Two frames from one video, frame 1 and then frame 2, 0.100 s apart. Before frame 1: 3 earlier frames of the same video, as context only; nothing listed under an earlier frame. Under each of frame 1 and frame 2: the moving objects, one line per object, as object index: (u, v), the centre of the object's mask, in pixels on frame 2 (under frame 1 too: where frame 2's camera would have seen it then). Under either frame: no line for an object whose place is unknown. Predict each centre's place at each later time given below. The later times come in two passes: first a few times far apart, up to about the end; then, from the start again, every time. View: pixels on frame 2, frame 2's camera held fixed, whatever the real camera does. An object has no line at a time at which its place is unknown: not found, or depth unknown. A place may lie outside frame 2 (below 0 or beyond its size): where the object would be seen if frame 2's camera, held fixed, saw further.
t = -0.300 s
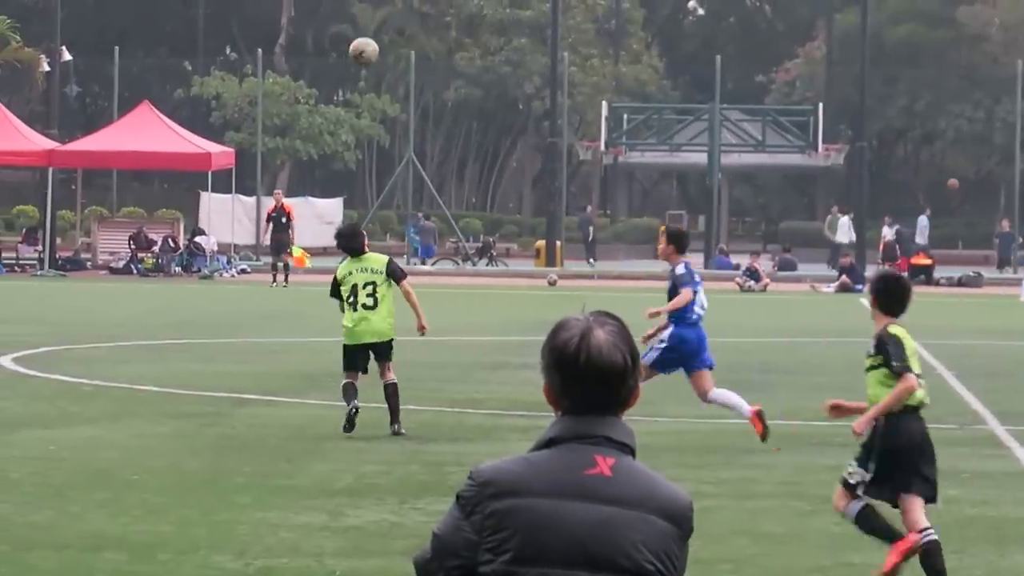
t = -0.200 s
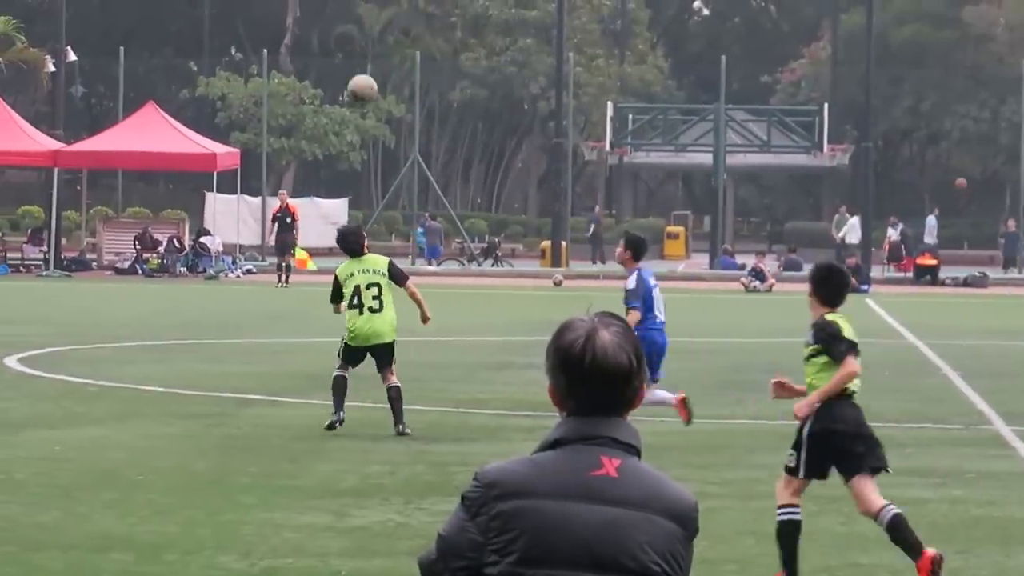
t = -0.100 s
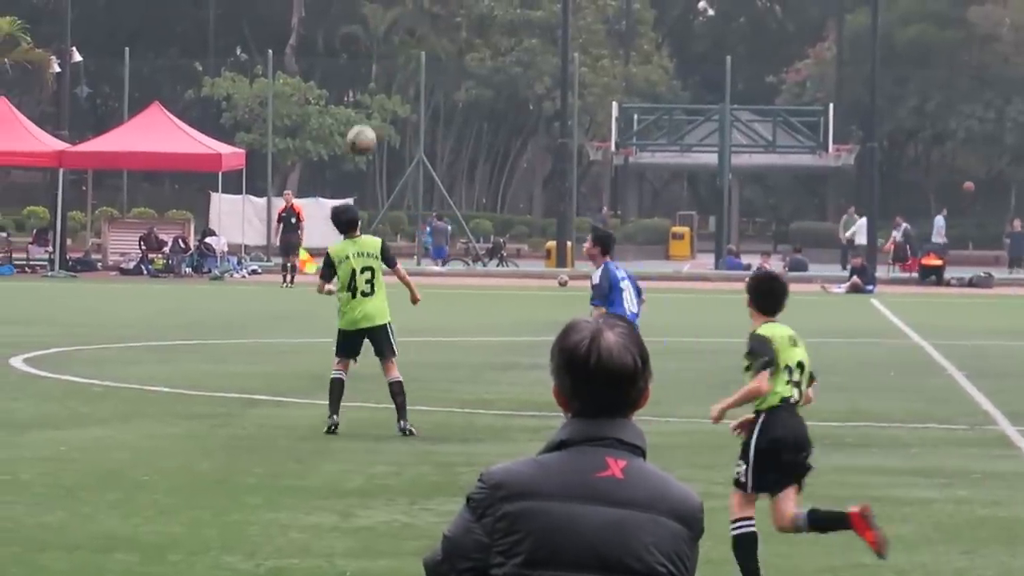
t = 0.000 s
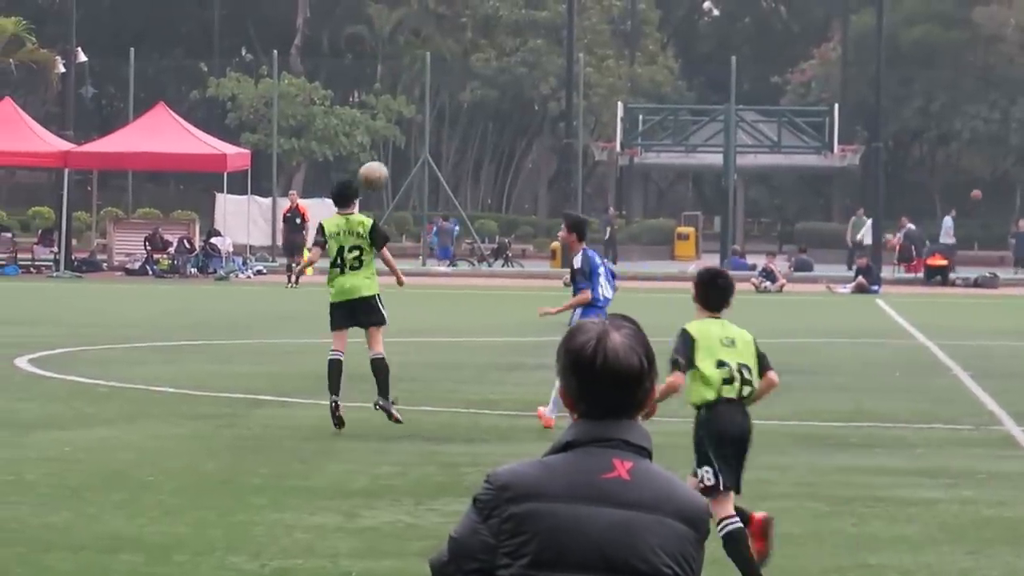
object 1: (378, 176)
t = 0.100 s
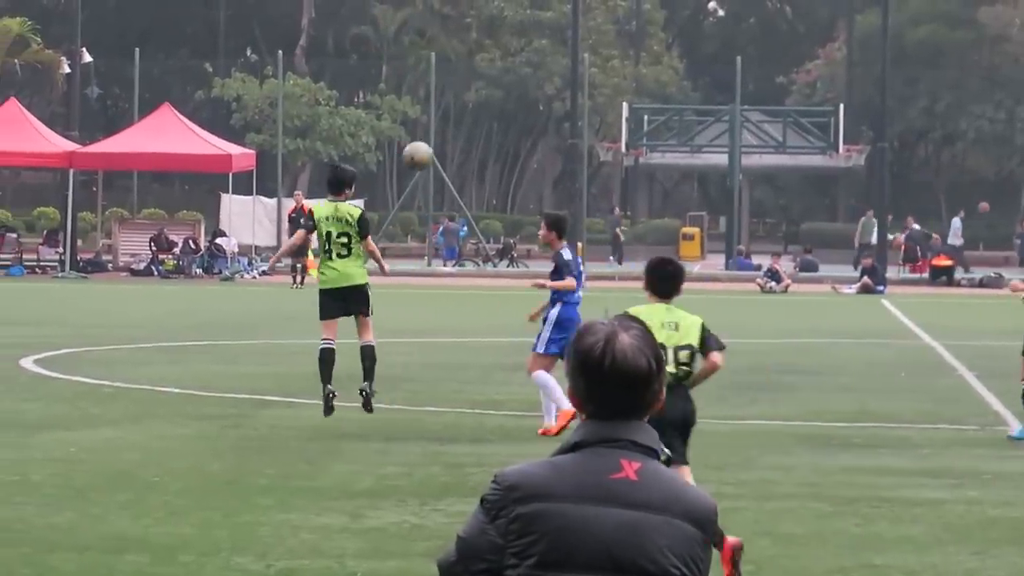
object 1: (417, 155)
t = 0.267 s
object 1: (481, 152)
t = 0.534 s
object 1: (578, 218)
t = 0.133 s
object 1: (430, 152)
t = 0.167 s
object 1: (443, 149)
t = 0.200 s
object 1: (456, 149)
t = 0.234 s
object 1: (468, 150)
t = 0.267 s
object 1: (481, 152)
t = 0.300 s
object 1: (493, 156)
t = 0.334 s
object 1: (506, 161)
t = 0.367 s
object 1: (518, 167)
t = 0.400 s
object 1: (530, 175)
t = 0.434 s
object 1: (542, 184)
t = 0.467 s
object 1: (555, 195)
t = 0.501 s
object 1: (565, 207)
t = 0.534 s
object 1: (578, 218)
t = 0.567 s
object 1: (590, 235)
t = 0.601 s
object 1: (602, 251)
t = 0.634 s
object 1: (614, 269)
